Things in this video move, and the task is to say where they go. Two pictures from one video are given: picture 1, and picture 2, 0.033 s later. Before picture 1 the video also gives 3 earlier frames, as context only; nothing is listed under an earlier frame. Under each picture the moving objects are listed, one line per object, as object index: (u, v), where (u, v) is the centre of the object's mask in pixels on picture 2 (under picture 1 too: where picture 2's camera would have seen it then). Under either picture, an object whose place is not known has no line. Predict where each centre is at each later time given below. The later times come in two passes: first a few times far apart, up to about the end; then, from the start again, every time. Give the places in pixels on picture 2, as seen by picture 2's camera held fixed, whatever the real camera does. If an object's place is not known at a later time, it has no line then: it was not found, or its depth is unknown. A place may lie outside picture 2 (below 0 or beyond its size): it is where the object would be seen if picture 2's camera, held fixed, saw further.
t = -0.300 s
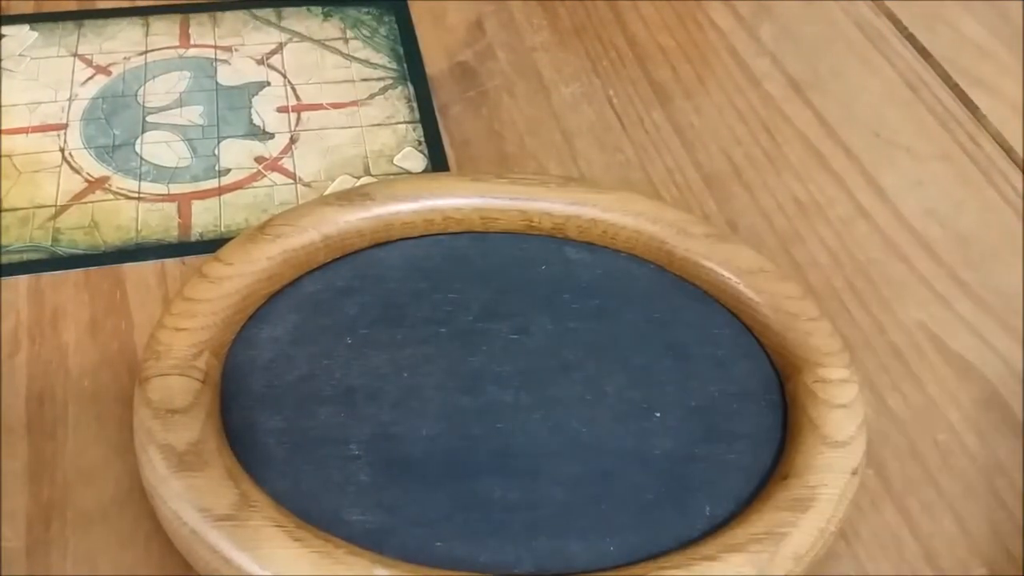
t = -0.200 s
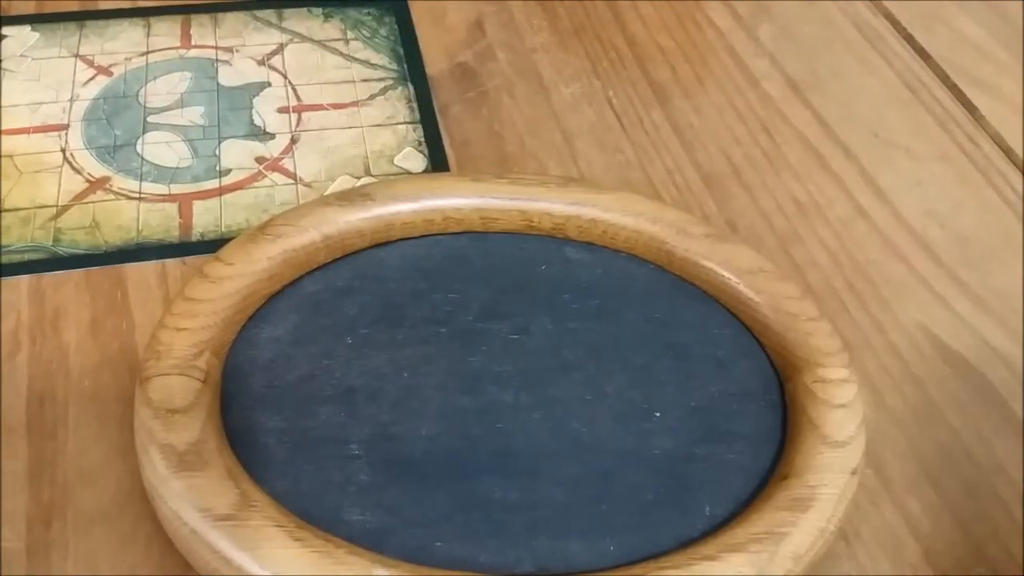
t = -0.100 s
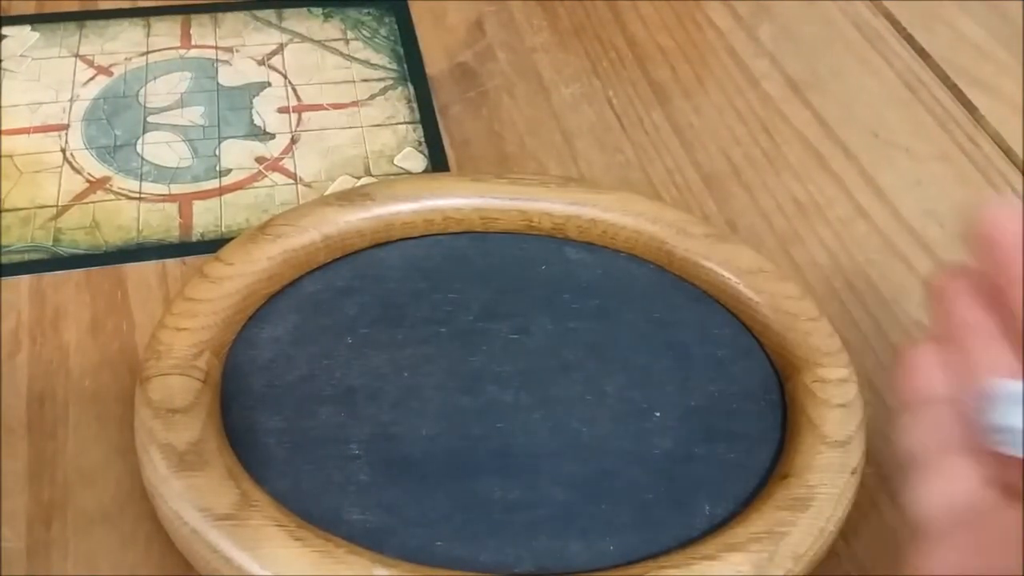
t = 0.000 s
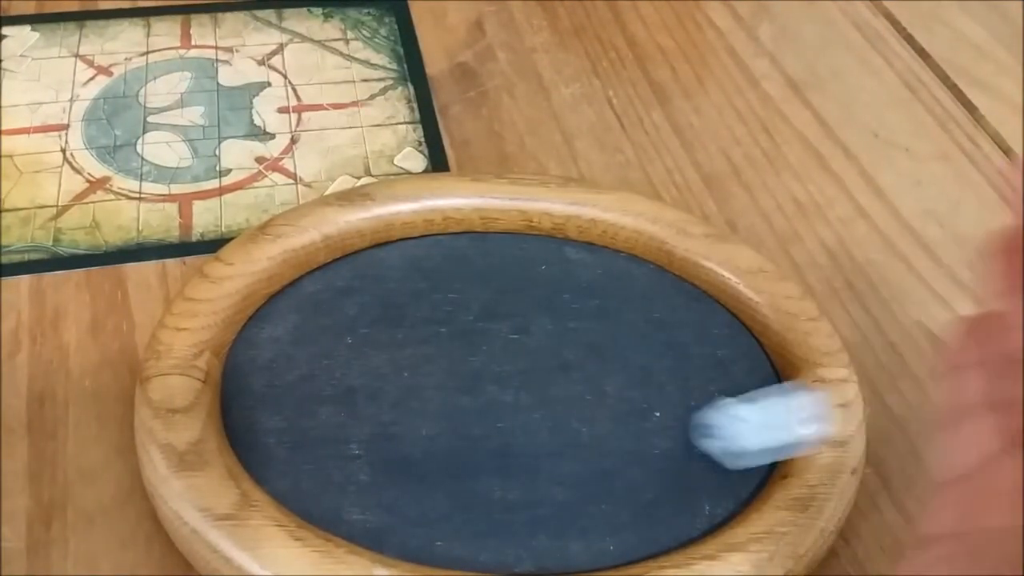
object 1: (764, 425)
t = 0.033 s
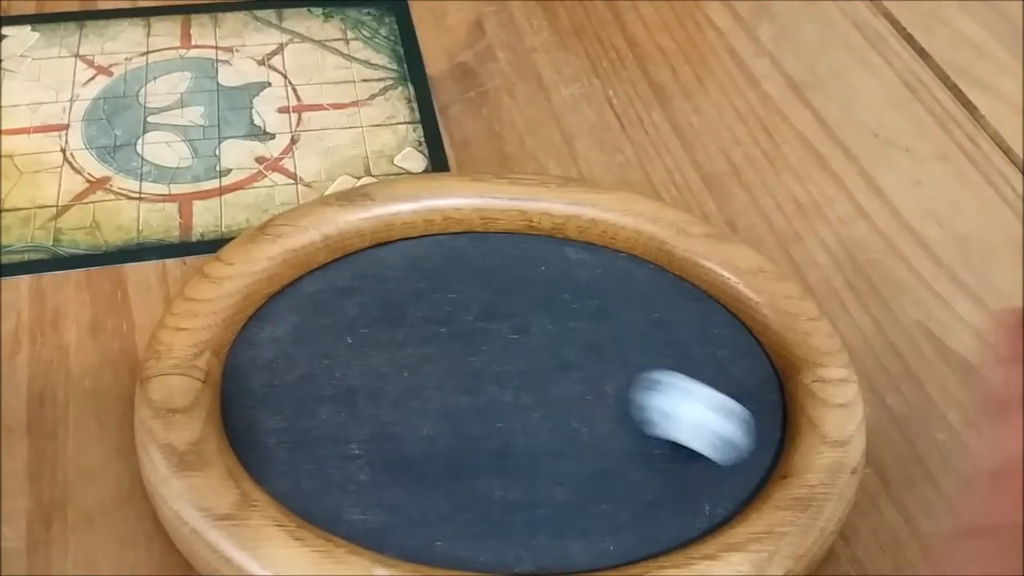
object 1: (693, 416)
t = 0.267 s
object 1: (349, 288)
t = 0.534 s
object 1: (275, 309)
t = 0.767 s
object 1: (293, 298)
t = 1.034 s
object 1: (287, 304)
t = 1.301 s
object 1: (288, 304)
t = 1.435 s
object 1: (287, 304)
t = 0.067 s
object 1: (630, 394)
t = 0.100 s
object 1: (572, 372)
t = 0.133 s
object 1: (518, 350)
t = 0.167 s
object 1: (467, 329)
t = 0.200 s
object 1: (424, 314)
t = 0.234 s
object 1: (384, 302)
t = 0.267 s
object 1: (349, 288)
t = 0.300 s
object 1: (325, 274)
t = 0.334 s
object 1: (316, 280)
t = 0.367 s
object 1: (307, 287)
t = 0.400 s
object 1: (295, 294)
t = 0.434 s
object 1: (284, 301)
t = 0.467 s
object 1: (282, 308)
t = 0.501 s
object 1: (278, 310)
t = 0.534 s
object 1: (275, 309)
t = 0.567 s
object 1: (276, 309)
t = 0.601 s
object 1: (282, 312)
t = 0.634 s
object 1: (288, 313)
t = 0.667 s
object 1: (294, 311)
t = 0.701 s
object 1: (298, 307)
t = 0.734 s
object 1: (298, 301)
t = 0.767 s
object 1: (293, 298)
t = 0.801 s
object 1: (289, 298)
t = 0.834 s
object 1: (286, 302)
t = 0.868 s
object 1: (288, 304)
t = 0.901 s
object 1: (289, 304)
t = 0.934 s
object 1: (289, 303)
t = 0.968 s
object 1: (288, 304)
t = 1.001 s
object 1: (288, 304)
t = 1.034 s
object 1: (287, 304)
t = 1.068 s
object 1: (288, 304)
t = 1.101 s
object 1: (288, 304)
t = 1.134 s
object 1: (288, 304)
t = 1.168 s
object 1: (287, 304)
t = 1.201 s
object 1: (287, 304)
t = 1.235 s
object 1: (287, 304)
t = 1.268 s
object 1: (287, 304)
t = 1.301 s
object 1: (288, 304)
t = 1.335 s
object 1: (287, 304)
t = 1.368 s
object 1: (288, 304)
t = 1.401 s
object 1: (288, 304)
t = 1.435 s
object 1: (287, 304)
